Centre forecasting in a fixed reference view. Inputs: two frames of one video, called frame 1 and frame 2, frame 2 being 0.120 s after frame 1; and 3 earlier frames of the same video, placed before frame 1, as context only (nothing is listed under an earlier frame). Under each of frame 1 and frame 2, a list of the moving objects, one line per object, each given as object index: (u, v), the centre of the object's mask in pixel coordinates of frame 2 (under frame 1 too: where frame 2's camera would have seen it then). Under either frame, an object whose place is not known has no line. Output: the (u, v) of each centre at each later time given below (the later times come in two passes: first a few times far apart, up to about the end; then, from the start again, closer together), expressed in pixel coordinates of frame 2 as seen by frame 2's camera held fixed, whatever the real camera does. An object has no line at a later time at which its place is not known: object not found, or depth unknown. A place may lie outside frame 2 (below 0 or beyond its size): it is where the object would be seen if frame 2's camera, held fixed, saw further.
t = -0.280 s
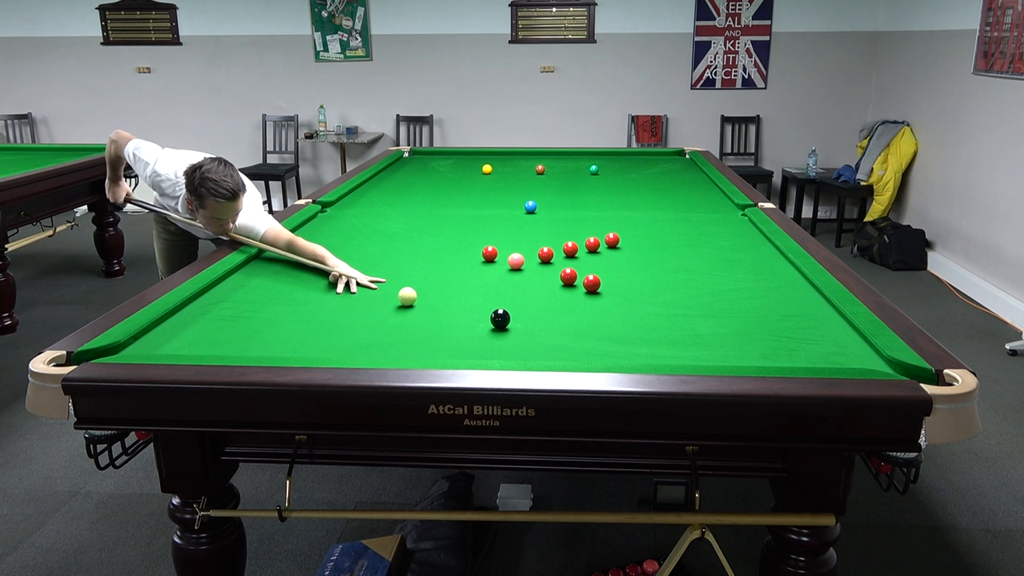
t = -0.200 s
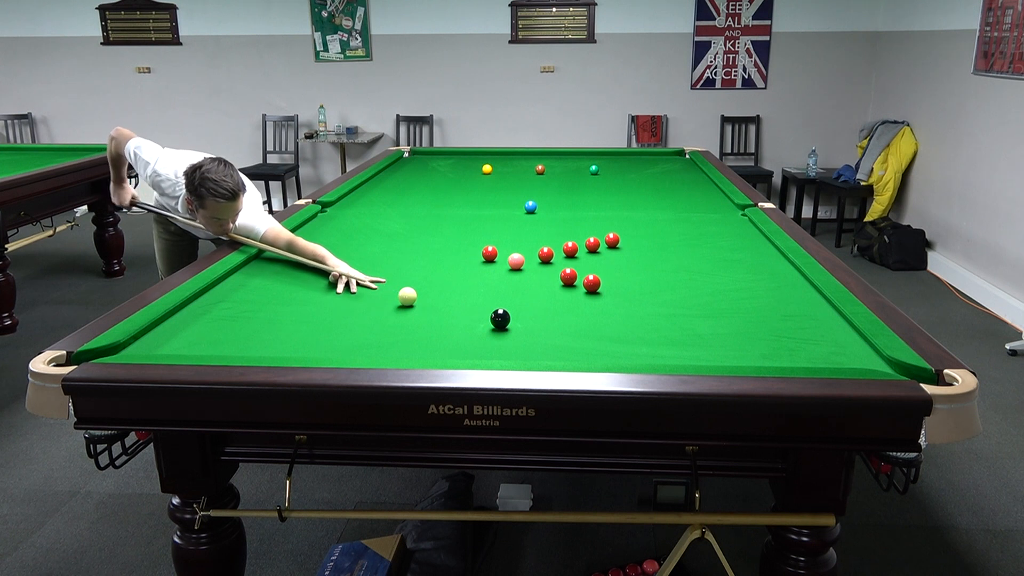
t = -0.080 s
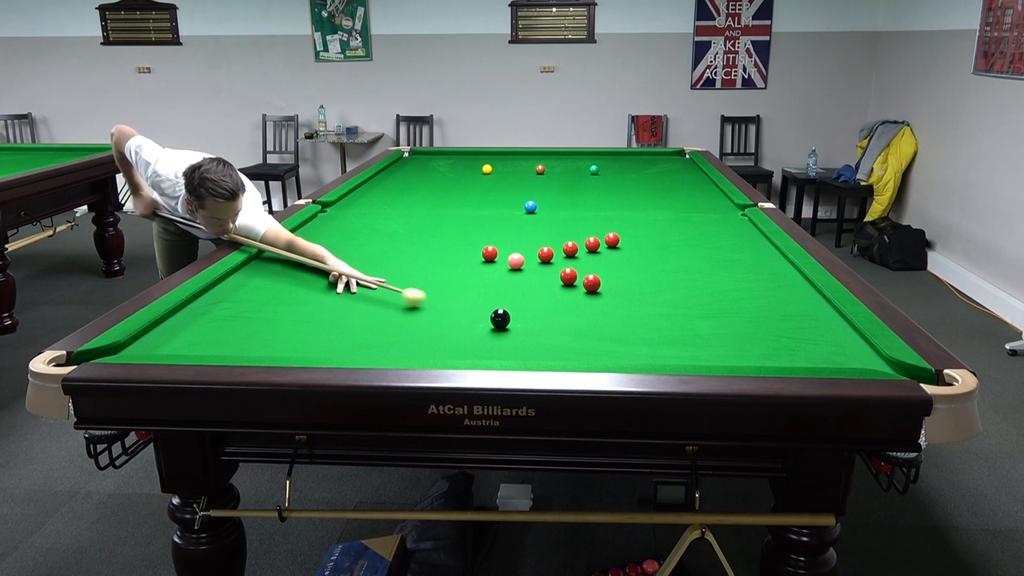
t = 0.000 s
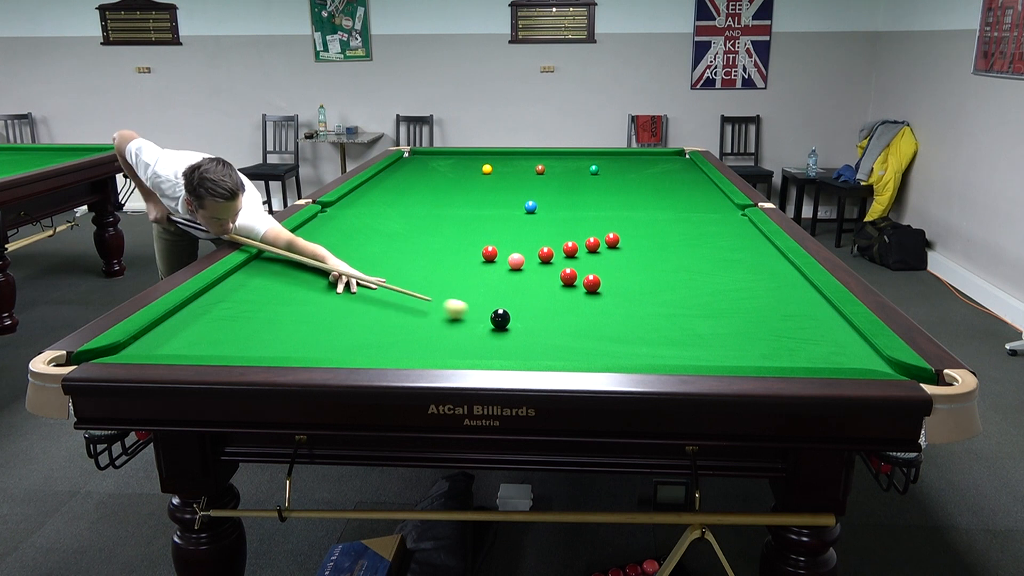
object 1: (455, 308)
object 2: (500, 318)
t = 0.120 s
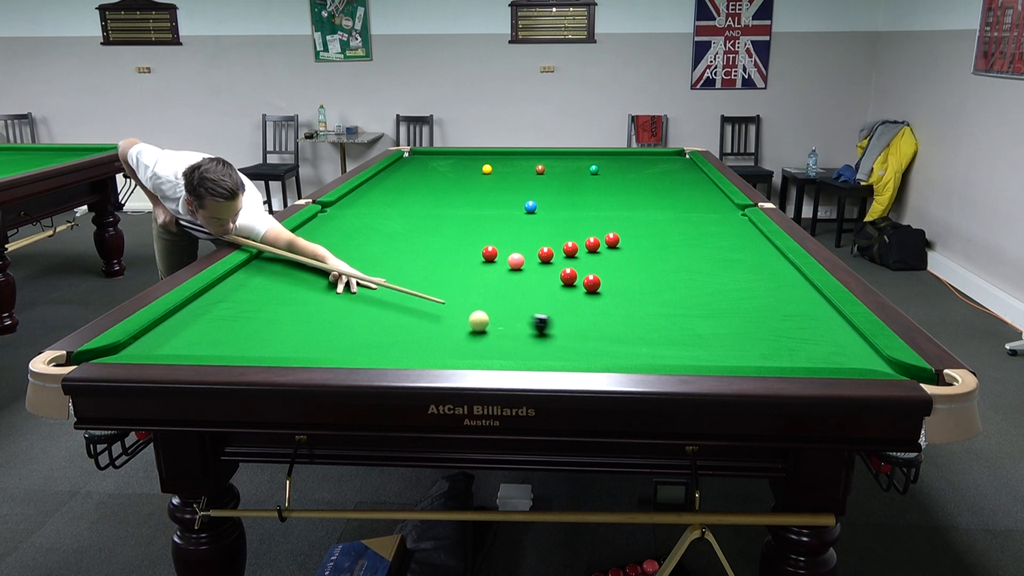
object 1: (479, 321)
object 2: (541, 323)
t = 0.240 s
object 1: (483, 331)
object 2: (602, 331)
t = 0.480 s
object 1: (506, 352)
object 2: (715, 346)
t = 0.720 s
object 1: (528, 350)
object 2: (837, 359)
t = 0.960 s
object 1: (546, 337)
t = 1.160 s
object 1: (559, 327)
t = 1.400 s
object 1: (573, 317)
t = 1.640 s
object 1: (585, 308)
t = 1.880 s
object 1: (596, 300)
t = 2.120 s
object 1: (605, 293)
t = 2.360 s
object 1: (614, 286)
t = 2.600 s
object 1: (621, 281)
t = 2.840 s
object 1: (628, 276)
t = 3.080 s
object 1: (634, 273)
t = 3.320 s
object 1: (638, 269)
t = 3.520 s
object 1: (642, 266)
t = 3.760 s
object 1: (645, 264)
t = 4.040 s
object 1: (649, 262)
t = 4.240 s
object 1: (650, 261)
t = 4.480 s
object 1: (653, 260)
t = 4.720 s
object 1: (654, 259)
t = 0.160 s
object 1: (479, 324)
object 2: (562, 326)
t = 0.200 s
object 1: (480, 327)
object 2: (583, 329)
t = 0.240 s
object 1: (483, 331)
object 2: (602, 331)
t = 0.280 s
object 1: (487, 334)
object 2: (621, 334)
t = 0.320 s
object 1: (490, 338)
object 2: (639, 336)
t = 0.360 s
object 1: (494, 342)
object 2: (658, 339)
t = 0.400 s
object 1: (498, 346)
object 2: (677, 341)
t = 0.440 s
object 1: (502, 349)
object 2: (696, 344)
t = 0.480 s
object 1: (506, 352)
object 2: (715, 346)
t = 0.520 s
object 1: (510, 354)
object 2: (735, 349)
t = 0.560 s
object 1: (514, 356)
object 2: (754, 351)
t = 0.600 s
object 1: (518, 354)
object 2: (775, 353)
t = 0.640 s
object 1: (521, 353)
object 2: (795, 356)
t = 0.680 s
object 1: (524, 352)
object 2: (816, 358)
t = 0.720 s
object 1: (528, 350)
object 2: (837, 359)
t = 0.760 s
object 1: (531, 348)
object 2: (859, 361)
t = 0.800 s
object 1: (534, 346)
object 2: (881, 364)
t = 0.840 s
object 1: (537, 344)
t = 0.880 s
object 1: (540, 342)
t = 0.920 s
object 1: (543, 339)
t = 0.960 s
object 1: (546, 337)
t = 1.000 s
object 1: (548, 335)
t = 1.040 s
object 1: (551, 333)
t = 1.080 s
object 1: (554, 331)
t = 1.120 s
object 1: (556, 329)
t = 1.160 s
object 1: (559, 327)
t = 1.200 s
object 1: (561, 325)
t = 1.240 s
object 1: (564, 323)
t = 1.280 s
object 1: (566, 322)
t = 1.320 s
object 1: (568, 320)
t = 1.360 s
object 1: (571, 318)
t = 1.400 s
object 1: (573, 317)
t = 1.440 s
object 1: (575, 315)
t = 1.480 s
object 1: (577, 314)
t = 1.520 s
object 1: (579, 312)
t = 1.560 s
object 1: (581, 311)
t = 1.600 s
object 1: (583, 309)
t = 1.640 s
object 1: (585, 308)
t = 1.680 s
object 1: (587, 306)
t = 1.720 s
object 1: (589, 305)
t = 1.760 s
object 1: (591, 304)
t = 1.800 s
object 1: (593, 302)
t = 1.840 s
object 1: (594, 301)
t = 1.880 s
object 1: (596, 300)
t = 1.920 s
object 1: (598, 298)
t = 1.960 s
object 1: (599, 297)
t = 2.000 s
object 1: (601, 296)
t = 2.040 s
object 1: (602, 295)
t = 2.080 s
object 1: (604, 294)
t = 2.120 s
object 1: (605, 293)
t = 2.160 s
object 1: (607, 292)
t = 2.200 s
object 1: (608, 291)
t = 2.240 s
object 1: (610, 290)
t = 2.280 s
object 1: (611, 288)
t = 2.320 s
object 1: (612, 288)
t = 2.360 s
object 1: (614, 286)
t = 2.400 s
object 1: (615, 285)
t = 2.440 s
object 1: (616, 284)
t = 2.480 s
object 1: (618, 284)
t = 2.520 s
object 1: (619, 283)
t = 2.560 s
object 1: (620, 282)
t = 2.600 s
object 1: (621, 281)
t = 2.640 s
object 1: (623, 280)
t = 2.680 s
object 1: (624, 279)
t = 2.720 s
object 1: (625, 279)
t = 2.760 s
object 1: (626, 278)
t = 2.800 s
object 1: (627, 277)
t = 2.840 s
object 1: (628, 276)
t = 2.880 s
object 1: (629, 276)
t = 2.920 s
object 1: (630, 275)
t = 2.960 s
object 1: (631, 274)
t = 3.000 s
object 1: (632, 274)
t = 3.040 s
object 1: (633, 273)
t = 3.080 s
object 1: (634, 273)
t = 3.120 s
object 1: (635, 272)
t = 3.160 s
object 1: (635, 271)
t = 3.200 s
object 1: (636, 271)
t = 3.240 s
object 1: (637, 270)
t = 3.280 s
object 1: (638, 270)
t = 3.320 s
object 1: (638, 269)
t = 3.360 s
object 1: (639, 268)
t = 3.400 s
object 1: (640, 268)
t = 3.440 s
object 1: (640, 267)
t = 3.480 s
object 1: (641, 267)
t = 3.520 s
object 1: (642, 266)
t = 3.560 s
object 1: (643, 266)
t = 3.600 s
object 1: (643, 266)
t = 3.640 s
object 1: (644, 265)
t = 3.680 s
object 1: (644, 265)
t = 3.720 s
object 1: (645, 265)
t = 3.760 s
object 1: (645, 264)
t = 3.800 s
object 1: (646, 264)
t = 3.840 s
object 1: (647, 264)
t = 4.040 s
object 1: (649, 262)
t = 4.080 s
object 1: (649, 262)
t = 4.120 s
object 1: (649, 261)
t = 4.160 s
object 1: (650, 261)
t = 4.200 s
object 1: (650, 261)
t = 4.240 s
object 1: (650, 261)
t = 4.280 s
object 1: (651, 261)
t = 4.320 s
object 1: (651, 260)
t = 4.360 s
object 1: (652, 260)
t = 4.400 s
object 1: (652, 260)
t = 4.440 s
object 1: (652, 260)
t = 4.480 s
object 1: (653, 260)
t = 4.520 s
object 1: (653, 260)
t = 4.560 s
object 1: (653, 259)
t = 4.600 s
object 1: (653, 259)
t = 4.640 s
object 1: (653, 259)
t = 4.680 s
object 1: (654, 259)
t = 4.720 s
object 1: (654, 259)
